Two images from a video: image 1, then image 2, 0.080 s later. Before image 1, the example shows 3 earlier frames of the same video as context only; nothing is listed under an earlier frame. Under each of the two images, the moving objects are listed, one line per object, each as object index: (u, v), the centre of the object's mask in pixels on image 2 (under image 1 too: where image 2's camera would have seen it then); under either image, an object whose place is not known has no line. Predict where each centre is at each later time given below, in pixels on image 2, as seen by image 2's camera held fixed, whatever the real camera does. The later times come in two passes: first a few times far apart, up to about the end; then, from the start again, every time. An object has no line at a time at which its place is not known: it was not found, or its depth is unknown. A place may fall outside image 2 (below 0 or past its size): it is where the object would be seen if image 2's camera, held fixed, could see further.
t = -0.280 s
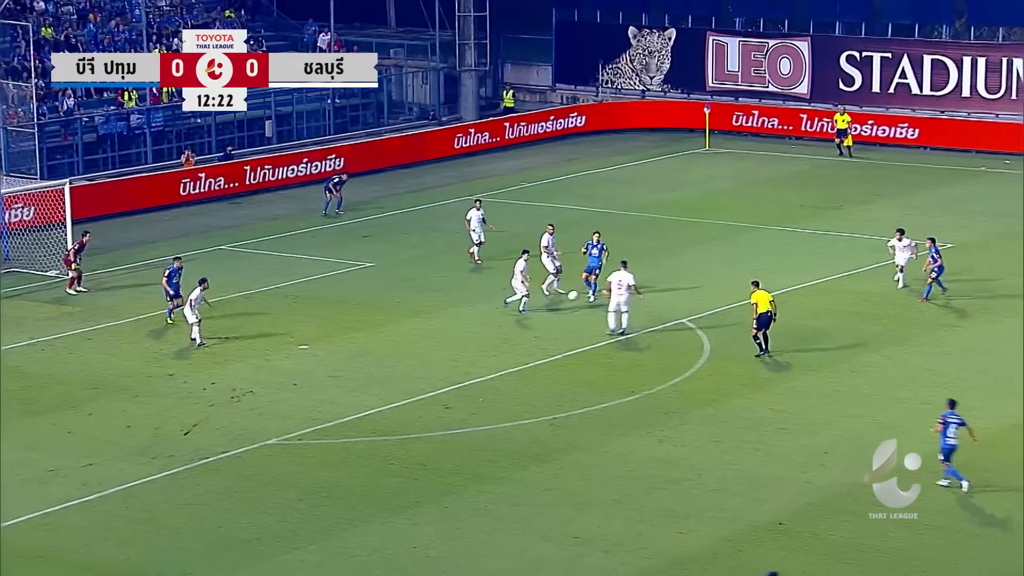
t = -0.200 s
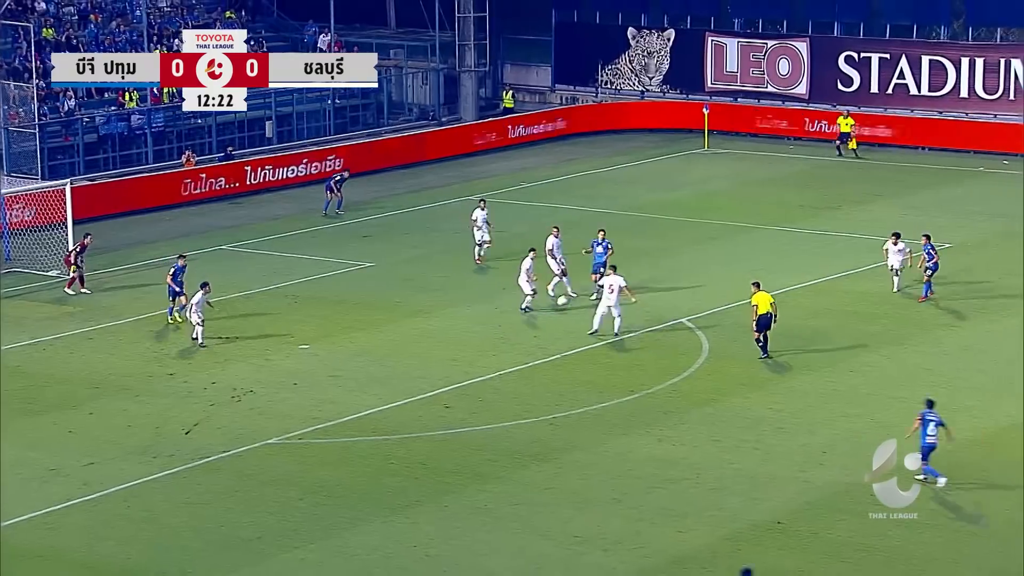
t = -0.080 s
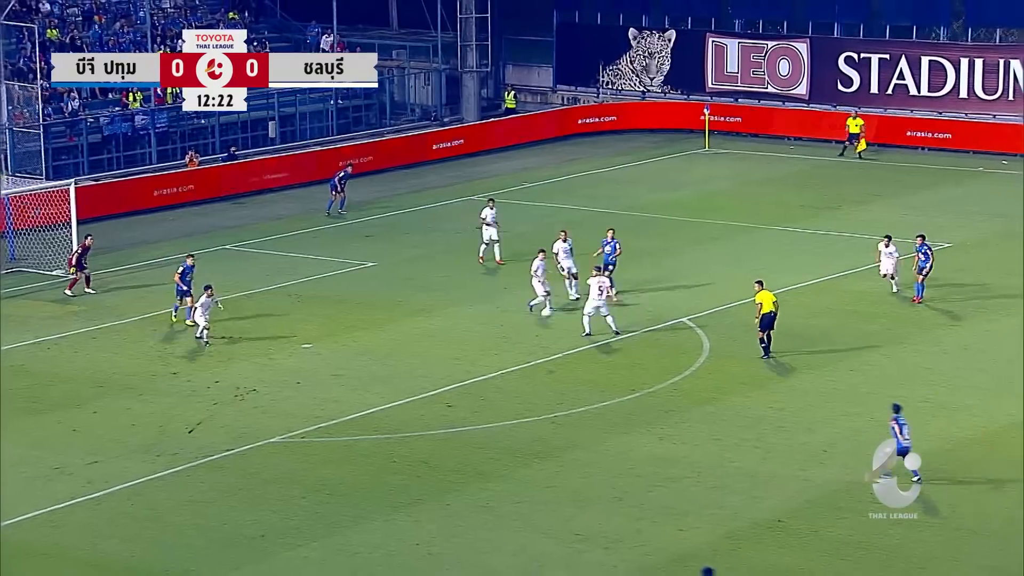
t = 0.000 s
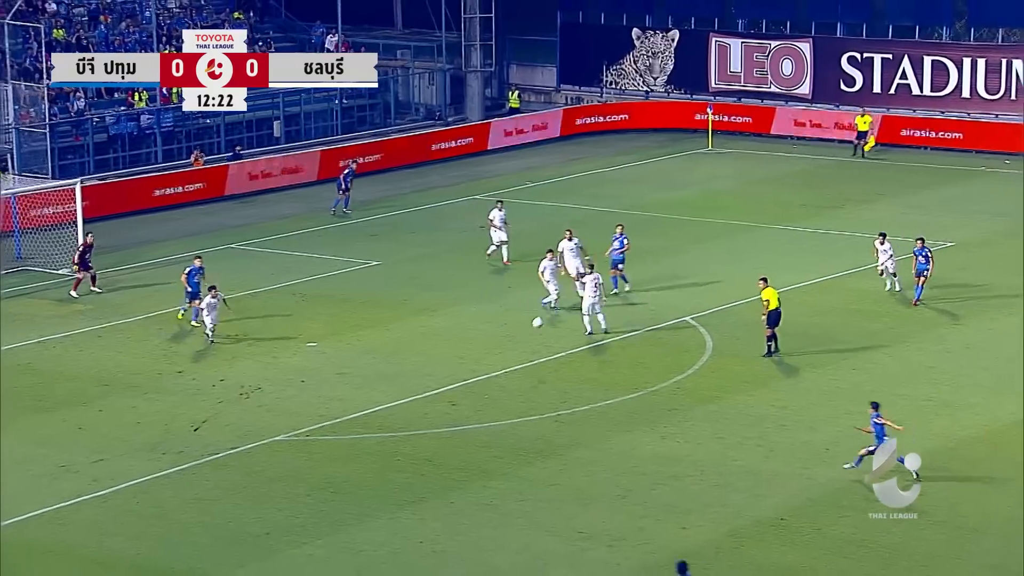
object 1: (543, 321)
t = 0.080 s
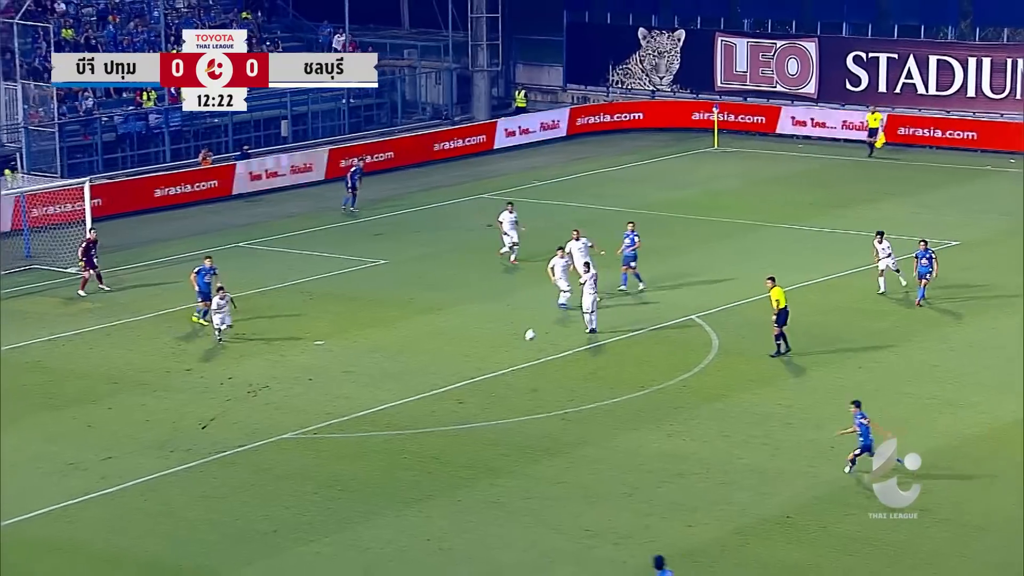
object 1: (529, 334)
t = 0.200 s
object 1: (506, 360)
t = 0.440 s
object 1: (455, 427)
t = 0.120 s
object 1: (522, 342)
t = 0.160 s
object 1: (514, 350)
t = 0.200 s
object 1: (506, 360)
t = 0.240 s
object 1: (499, 369)
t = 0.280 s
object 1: (491, 380)
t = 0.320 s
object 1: (482, 392)
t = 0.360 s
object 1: (473, 404)
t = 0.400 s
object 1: (464, 418)
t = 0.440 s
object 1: (455, 427)
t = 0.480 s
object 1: (446, 427)
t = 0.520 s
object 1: (437, 427)
